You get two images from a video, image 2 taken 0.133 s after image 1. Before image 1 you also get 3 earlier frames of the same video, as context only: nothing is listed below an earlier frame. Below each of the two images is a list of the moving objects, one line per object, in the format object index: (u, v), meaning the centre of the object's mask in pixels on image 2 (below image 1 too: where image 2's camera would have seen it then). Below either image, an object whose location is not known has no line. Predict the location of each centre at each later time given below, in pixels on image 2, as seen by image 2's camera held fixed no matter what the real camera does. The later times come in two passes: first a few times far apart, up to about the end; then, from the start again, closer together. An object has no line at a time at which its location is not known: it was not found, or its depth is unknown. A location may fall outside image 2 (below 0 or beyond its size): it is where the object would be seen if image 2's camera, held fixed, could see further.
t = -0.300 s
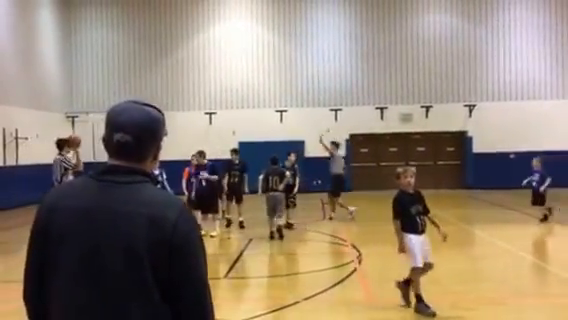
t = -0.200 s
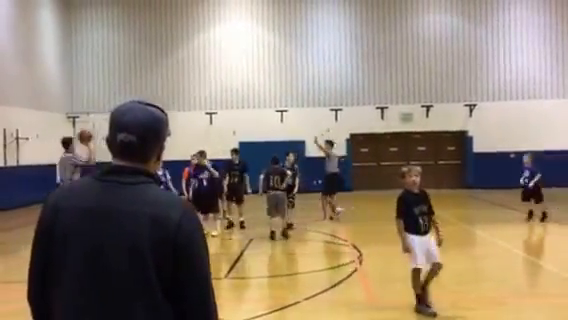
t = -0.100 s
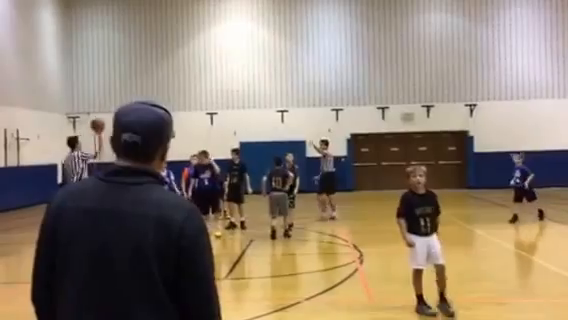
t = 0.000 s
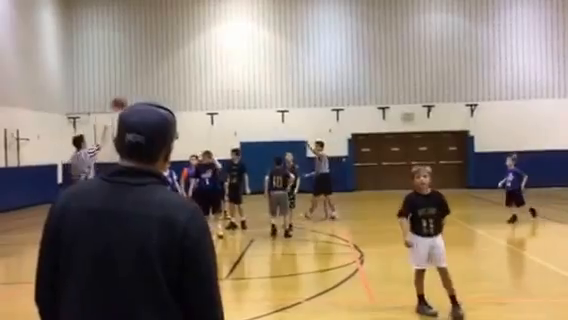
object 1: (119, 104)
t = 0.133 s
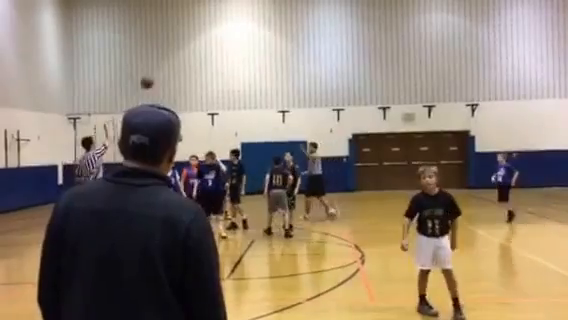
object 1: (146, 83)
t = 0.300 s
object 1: (178, 73)
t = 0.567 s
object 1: (222, 84)
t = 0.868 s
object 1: (262, 130)
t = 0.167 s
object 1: (152, 79)
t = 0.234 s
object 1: (166, 75)
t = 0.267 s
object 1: (172, 74)
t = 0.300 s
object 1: (178, 73)
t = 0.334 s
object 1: (184, 72)
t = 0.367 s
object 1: (189, 72)
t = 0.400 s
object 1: (194, 73)
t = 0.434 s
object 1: (200, 74)
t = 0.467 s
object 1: (206, 76)
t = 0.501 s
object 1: (211, 78)
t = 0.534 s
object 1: (217, 81)
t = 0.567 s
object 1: (222, 84)
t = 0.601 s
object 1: (227, 88)
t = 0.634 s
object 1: (232, 92)
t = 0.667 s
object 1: (236, 96)
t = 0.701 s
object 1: (240, 101)
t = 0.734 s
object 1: (245, 106)
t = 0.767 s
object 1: (249, 112)
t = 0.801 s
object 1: (254, 117)
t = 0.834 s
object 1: (258, 124)
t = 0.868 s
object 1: (262, 130)
